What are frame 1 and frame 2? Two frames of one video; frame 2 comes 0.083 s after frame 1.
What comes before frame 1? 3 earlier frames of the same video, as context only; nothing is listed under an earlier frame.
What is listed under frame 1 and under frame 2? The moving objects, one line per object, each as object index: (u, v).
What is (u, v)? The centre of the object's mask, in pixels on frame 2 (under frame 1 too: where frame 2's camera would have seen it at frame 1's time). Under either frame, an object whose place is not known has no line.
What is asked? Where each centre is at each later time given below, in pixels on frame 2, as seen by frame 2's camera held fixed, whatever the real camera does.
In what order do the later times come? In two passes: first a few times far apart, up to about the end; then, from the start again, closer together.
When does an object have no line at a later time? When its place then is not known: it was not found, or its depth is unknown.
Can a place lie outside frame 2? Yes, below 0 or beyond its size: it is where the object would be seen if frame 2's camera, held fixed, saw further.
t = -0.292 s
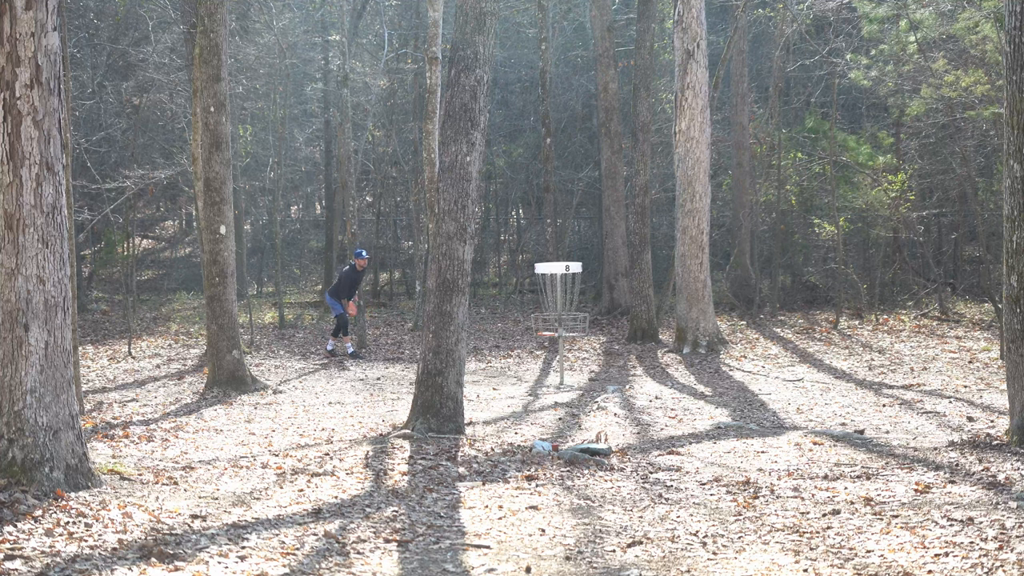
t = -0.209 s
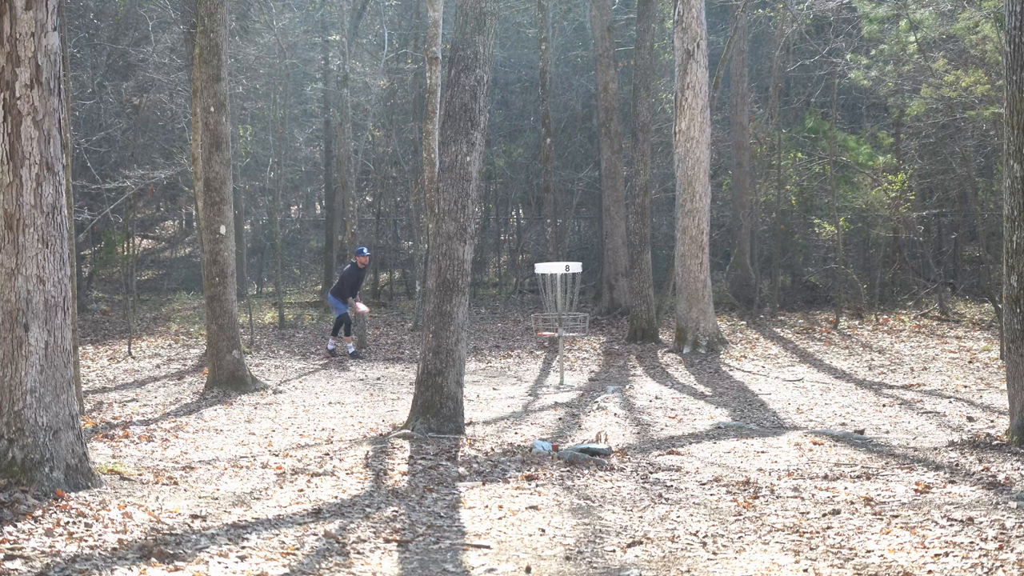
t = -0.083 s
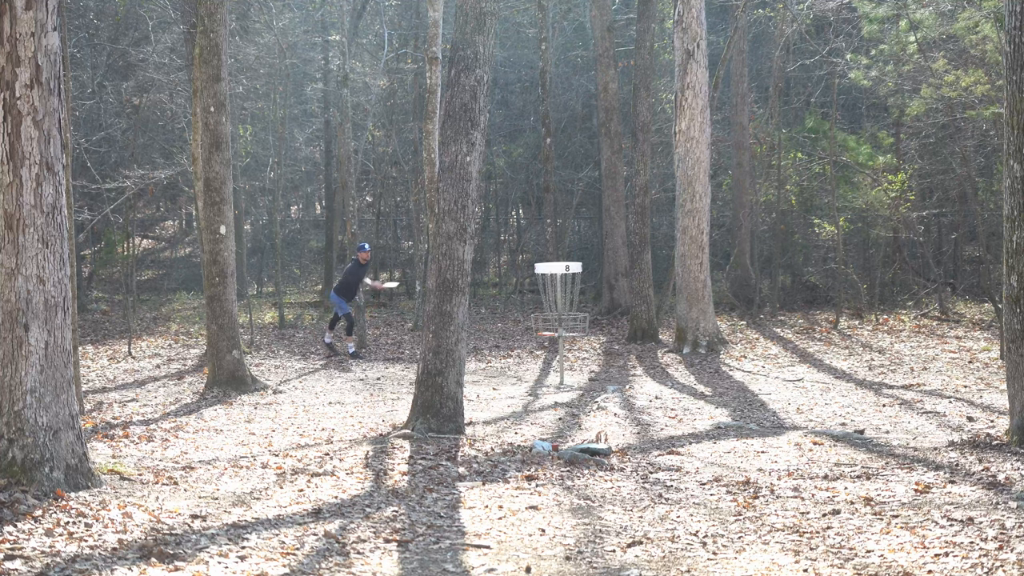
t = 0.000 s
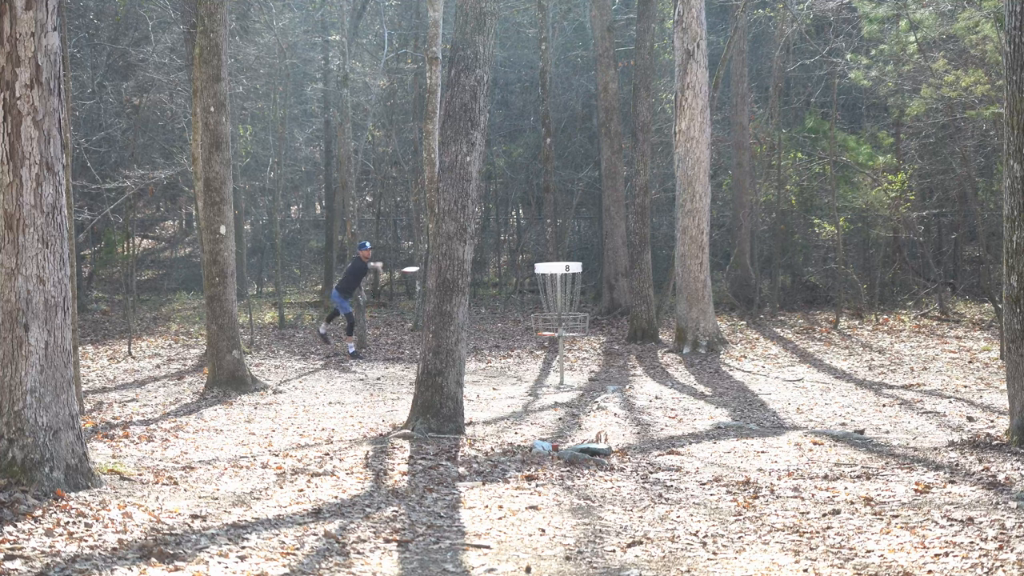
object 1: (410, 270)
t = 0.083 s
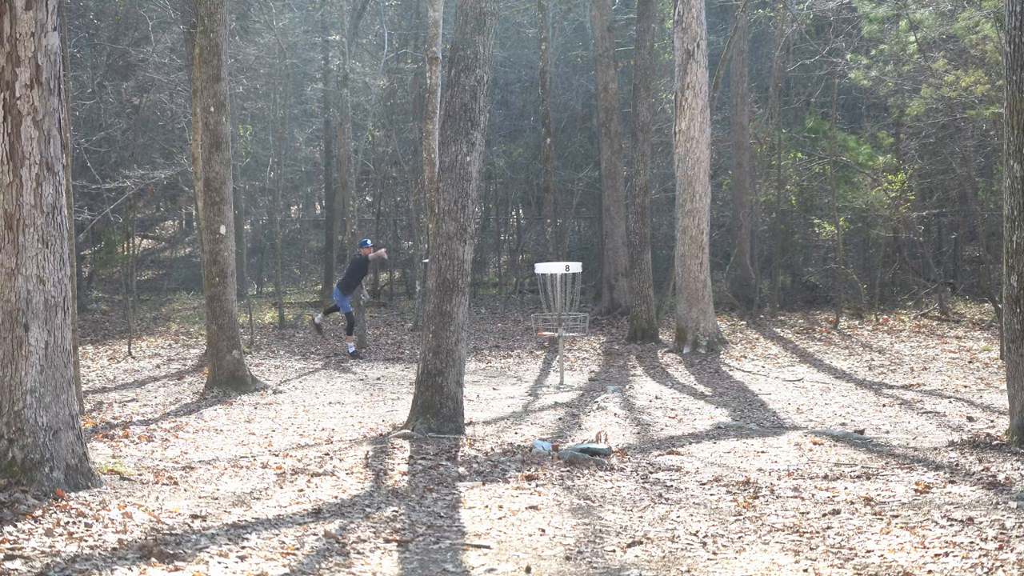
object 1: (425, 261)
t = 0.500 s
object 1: (547, 297)
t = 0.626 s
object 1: (555, 304)
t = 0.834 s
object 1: (552, 318)
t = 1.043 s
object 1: (556, 328)
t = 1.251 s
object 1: (569, 331)
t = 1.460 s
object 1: (569, 332)
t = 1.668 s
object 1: (568, 332)
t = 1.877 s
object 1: (569, 332)
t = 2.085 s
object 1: (568, 332)
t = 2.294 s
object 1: (568, 332)
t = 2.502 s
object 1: (568, 332)
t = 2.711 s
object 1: (569, 332)
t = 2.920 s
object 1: (569, 332)
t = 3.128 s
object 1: (568, 332)
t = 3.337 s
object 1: (568, 332)
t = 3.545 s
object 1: (569, 332)
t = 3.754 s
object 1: (569, 332)
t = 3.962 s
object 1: (569, 332)
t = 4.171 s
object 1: (569, 332)
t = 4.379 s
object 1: (569, 332)
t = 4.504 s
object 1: (569, 332)
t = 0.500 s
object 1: (547, 297)
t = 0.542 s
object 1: (550, 299)
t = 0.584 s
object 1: (553, 301)
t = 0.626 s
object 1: (555, 304)
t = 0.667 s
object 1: (557, 306)
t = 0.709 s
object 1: (555, 308)
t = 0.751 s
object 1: (552, 310)
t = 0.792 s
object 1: (552, 314)
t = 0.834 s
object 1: (552, 318)
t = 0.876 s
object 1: (552, 325)
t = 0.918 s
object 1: (553, 326)
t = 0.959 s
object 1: (555, 326)
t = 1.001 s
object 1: (556, 327)
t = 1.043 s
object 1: (556, 328)
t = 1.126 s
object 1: (563, 327)
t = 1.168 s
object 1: (568, 328)
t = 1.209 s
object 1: (568, 330)
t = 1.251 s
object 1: (569, 331)
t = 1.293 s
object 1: (568, 330)
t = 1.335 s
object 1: (569, 331)
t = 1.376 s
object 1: (568, 332)
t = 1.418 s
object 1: (569, 332)
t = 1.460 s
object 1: (569, 332)
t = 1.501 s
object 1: (568, 332)
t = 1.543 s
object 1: (568, 332)
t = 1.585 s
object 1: (568, 332)
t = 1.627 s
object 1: (568, 332)
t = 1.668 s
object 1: (568, 332)
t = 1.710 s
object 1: (569, 332)
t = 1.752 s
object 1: (568, 332)
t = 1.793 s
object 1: (568, 332)
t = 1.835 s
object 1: (569, 332)
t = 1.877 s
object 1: (569, 332)
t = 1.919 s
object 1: (568, 332)
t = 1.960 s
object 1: (569, 332)
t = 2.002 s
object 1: (569, 332)
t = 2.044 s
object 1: (568, 332)
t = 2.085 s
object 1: (568, 332)
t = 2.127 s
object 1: (568, 332)
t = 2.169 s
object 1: (569, 332)
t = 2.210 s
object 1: (568, 332)
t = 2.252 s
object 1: (568, 332)
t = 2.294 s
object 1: (568, 332)
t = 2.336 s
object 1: (568, 332)
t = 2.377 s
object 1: (568, 332)
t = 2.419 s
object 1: (568, 332)
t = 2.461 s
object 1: (568, 332)
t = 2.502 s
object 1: (568, 332)
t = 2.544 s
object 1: (568, 332)
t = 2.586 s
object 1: (568, 332)
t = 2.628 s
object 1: (569, 332)
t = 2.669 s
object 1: (568, 332)
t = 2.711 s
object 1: (569, 332)
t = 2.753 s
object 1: (568, 332)
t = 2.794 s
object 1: (568, 332)
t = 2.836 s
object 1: (568, 332)
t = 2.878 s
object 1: (568, 332)
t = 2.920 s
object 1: (569, 332)
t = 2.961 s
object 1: (568, 332)
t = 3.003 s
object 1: (568, 332)
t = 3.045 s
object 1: (568, 332)
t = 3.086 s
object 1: (568, 332)
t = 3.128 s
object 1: (568, 332)
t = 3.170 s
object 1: (568, 332)
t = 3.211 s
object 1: (568, 332)
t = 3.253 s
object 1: (568, 332)
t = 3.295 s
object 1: (568, 332)
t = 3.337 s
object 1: (568, 332)
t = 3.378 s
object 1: (568, 332)
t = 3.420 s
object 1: (568, 332)
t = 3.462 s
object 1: (569, 332)
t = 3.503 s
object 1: (568, 332)
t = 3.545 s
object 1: (569, 332)
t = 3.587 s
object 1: (569, 332)
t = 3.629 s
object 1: (569, 332)
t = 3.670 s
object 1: (569, 332)
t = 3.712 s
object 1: (569, 332)
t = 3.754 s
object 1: (569, 332)
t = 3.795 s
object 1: (569, 332)
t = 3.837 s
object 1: (569, 332)
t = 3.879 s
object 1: (569, 332)
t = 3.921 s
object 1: (569, 332)
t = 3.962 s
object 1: (569, 332)
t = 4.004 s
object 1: (569, 332)
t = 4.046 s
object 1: (568, 332)
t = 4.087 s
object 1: (569, 332)
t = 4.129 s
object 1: (569, 332)
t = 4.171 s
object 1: (569, 332)
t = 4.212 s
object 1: (569, 332)
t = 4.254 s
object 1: (569, 332)
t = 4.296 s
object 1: (569, 332)
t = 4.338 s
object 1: (569, 332)
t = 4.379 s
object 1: (569, 332)
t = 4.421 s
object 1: (568, 332)
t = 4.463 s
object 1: (569, 332)
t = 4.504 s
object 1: (569, 332)
